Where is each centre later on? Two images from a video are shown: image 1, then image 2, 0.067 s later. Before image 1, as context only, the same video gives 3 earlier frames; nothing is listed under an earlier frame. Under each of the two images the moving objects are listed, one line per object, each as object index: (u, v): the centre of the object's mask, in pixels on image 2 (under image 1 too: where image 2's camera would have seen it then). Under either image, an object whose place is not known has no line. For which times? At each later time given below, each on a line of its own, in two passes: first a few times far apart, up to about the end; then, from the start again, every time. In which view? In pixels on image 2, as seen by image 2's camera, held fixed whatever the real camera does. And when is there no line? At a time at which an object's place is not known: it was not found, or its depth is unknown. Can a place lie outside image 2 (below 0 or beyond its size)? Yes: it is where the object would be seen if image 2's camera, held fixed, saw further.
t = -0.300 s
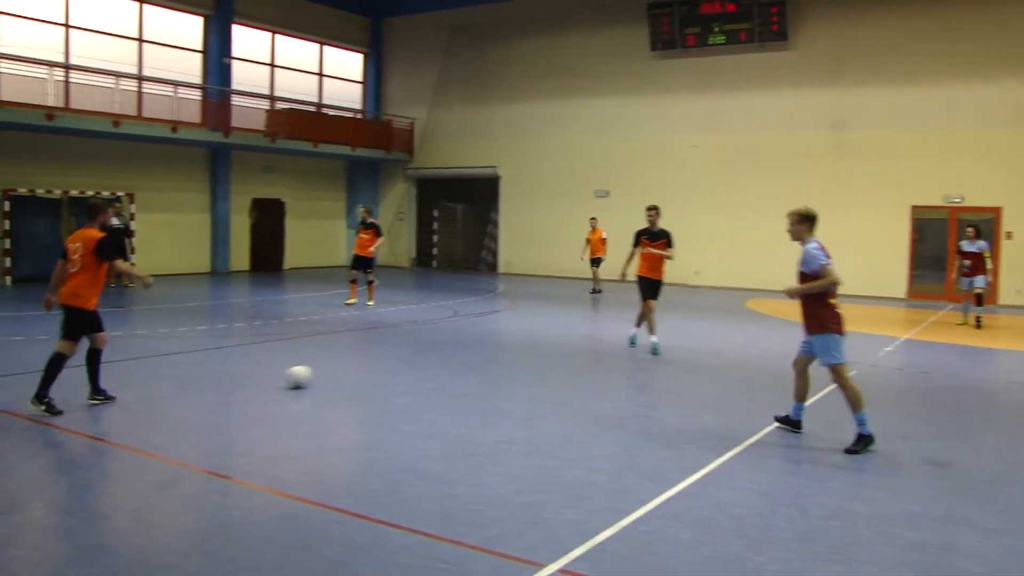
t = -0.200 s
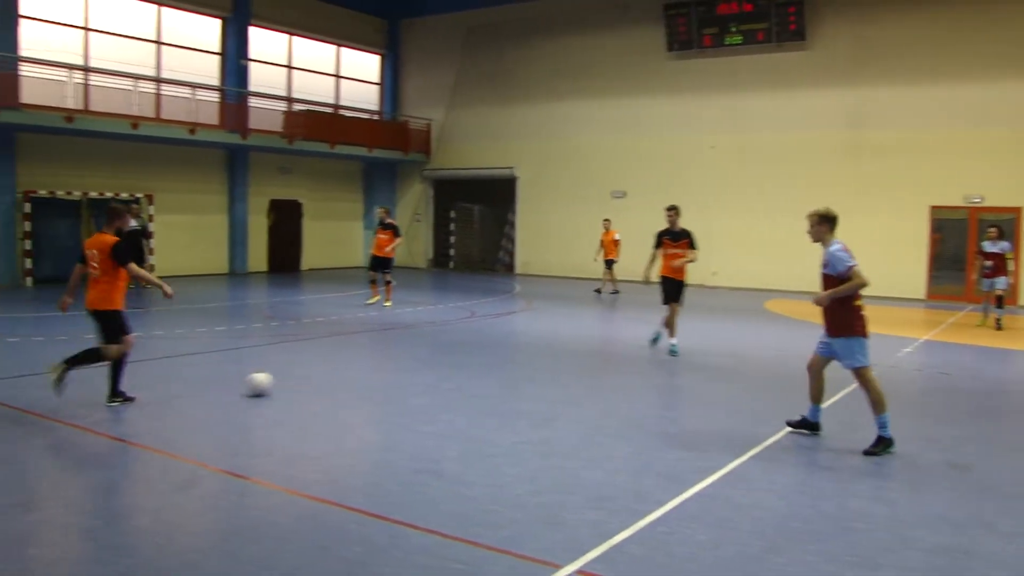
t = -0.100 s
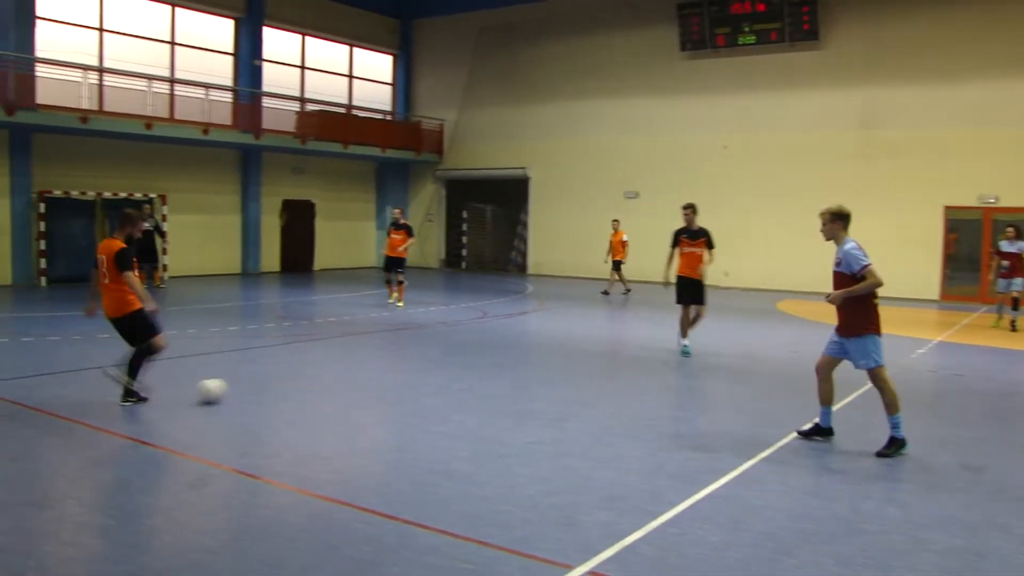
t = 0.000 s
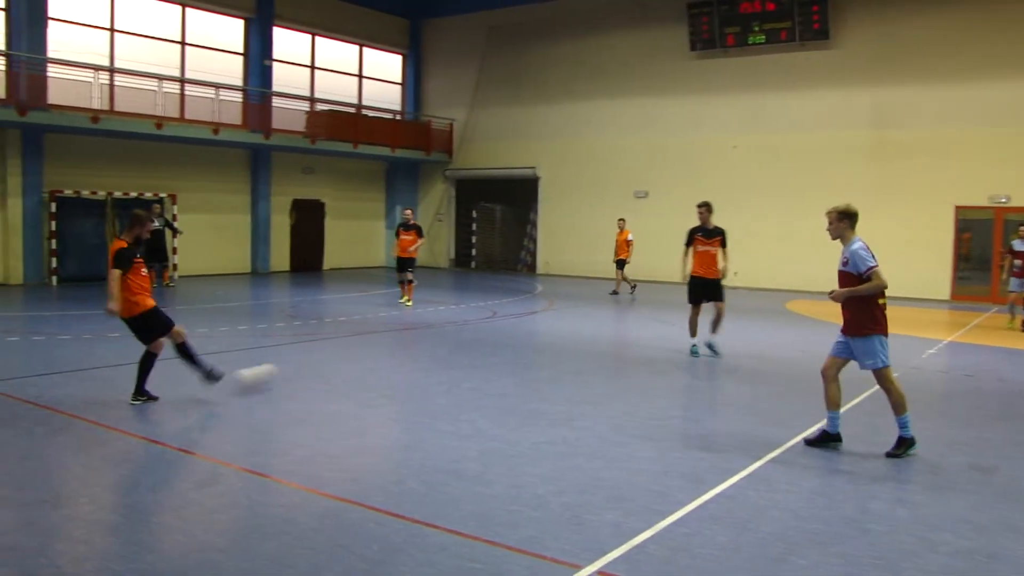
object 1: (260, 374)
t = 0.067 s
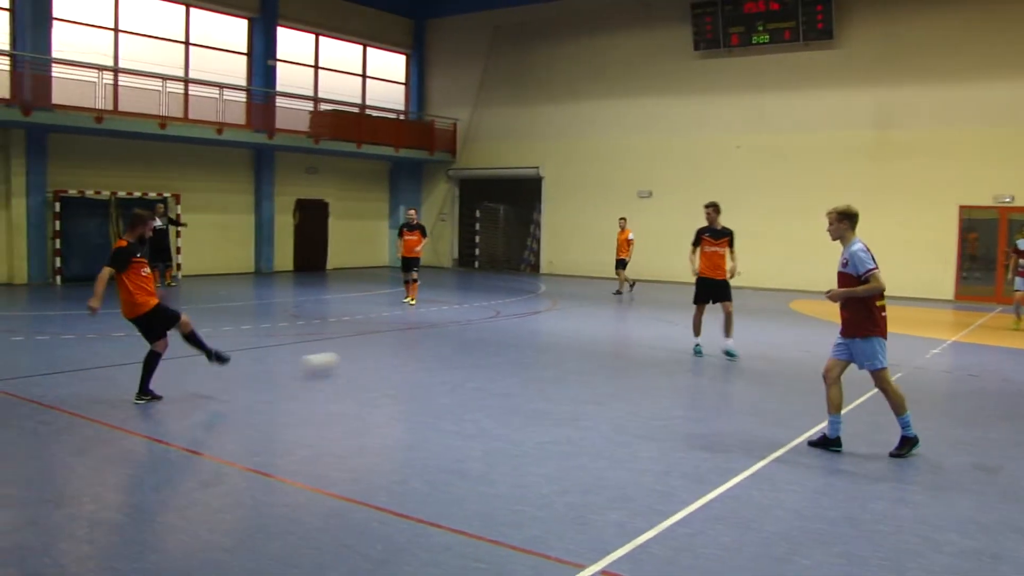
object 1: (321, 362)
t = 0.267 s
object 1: (440, 339)
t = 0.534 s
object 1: (526, 319)
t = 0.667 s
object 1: (554, 312)
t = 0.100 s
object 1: (347, 360)
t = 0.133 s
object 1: (368, 356)
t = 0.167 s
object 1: (389, 350)
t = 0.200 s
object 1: (409, 346)
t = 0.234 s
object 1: (425, 343)
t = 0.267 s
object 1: (440, 339)
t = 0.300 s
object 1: (454, 336)
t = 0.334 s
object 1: (467, 333)
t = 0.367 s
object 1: (479, 331)
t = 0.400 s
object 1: (490, 328)
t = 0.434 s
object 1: (500, 325)
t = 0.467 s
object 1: (509, 323)
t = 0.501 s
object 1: (518, 321)
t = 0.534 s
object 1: (526, 319)
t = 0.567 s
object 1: (534, 317)
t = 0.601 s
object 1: (541, 315)
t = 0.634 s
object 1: (547, 314)
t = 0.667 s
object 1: (554, 312)
